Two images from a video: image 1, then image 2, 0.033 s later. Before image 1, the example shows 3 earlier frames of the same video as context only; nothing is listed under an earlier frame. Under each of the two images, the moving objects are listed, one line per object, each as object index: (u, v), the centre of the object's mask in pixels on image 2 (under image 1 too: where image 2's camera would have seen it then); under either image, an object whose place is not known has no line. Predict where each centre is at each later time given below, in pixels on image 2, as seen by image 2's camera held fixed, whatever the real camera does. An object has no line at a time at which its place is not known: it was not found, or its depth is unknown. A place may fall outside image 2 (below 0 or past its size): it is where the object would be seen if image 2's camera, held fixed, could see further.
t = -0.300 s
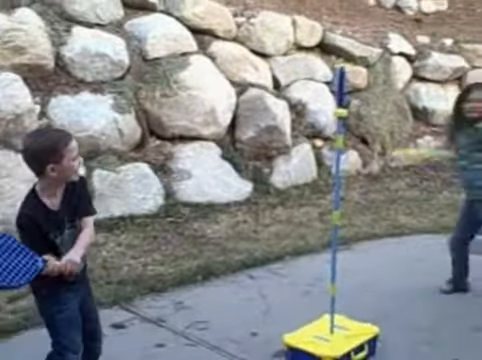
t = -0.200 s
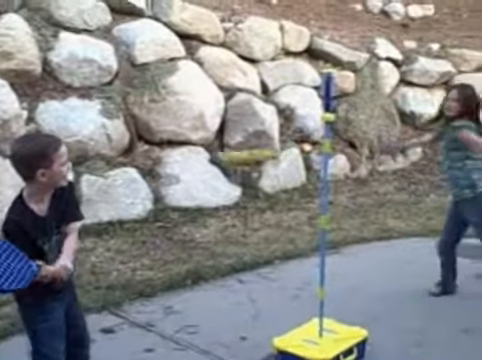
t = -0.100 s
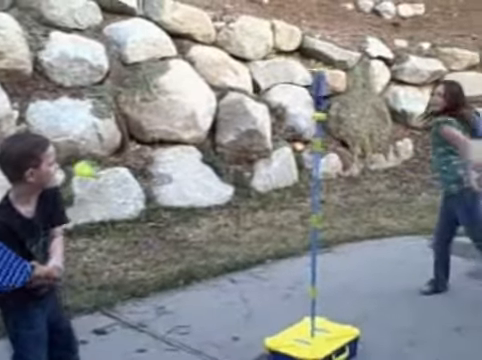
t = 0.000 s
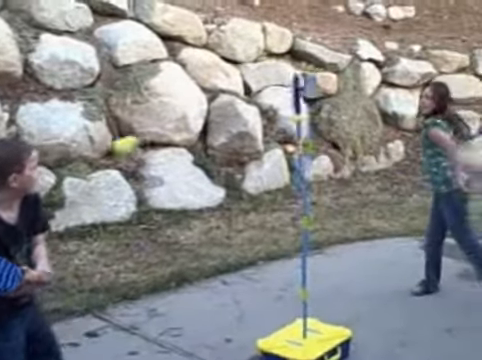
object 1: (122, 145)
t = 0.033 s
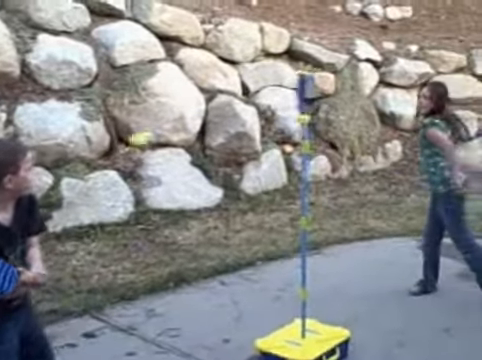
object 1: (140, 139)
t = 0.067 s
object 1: (162, 136)
